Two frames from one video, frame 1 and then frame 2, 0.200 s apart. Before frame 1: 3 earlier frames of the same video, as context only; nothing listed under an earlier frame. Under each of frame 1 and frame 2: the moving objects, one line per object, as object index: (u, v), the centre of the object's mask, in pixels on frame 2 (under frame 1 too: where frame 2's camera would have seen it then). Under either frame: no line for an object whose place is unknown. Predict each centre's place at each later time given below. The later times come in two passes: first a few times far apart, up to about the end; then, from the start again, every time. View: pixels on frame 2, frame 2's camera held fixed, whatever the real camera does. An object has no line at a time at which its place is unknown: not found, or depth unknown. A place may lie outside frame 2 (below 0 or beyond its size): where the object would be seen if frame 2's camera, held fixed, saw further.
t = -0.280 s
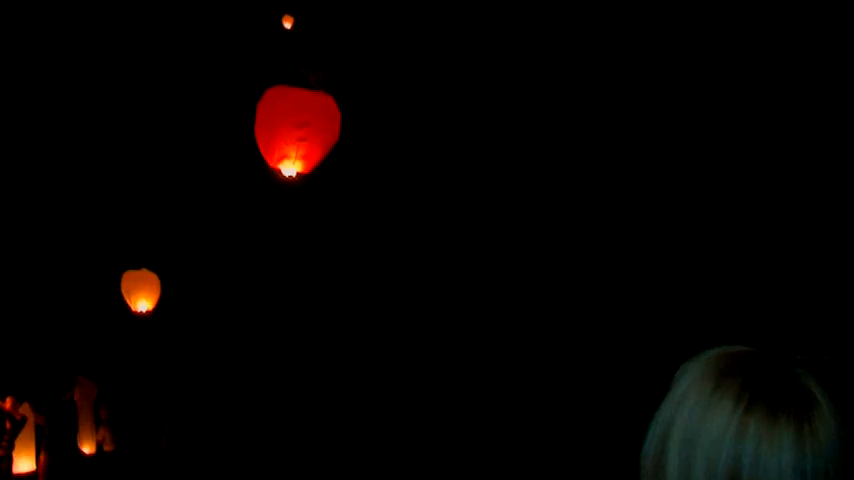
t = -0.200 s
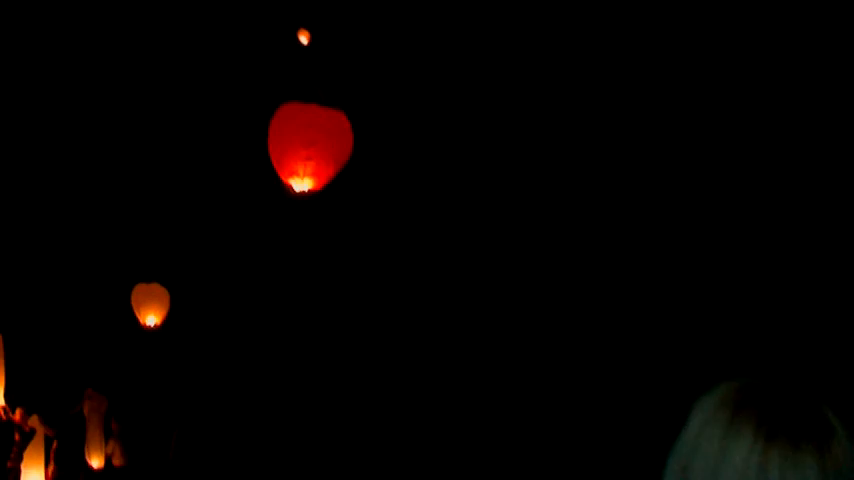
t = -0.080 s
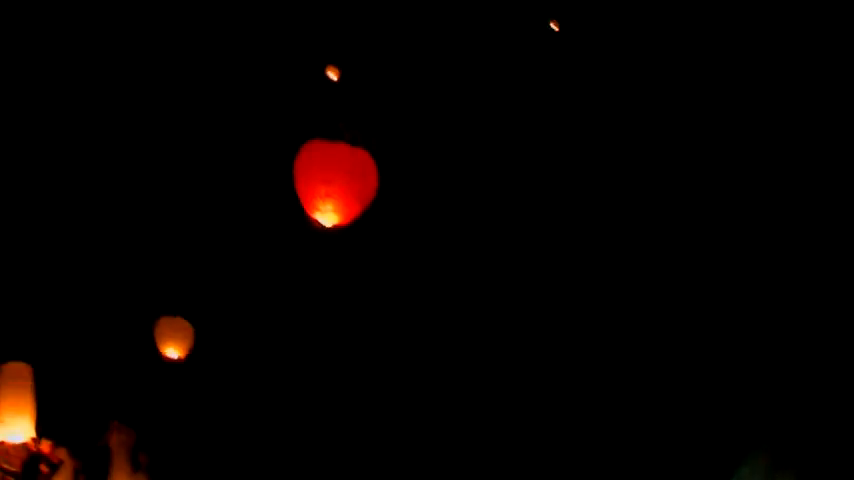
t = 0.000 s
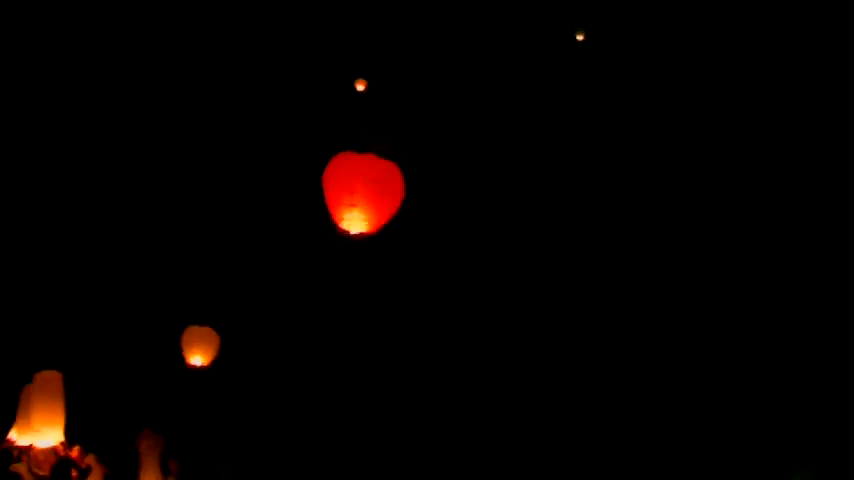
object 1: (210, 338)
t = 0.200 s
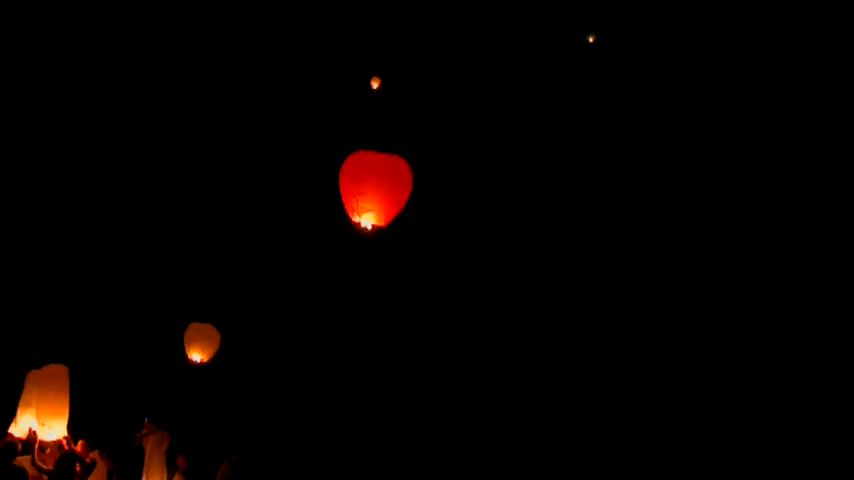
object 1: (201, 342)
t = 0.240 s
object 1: (200, 342)
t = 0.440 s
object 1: (190, 347)
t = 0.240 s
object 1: (200, 342)
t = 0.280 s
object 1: (197, 343)
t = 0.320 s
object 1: (196, 344)
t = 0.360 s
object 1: (194, 346)
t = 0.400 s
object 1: (192, 347)
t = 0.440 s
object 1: (190, 347)
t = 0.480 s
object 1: (188, 348)
